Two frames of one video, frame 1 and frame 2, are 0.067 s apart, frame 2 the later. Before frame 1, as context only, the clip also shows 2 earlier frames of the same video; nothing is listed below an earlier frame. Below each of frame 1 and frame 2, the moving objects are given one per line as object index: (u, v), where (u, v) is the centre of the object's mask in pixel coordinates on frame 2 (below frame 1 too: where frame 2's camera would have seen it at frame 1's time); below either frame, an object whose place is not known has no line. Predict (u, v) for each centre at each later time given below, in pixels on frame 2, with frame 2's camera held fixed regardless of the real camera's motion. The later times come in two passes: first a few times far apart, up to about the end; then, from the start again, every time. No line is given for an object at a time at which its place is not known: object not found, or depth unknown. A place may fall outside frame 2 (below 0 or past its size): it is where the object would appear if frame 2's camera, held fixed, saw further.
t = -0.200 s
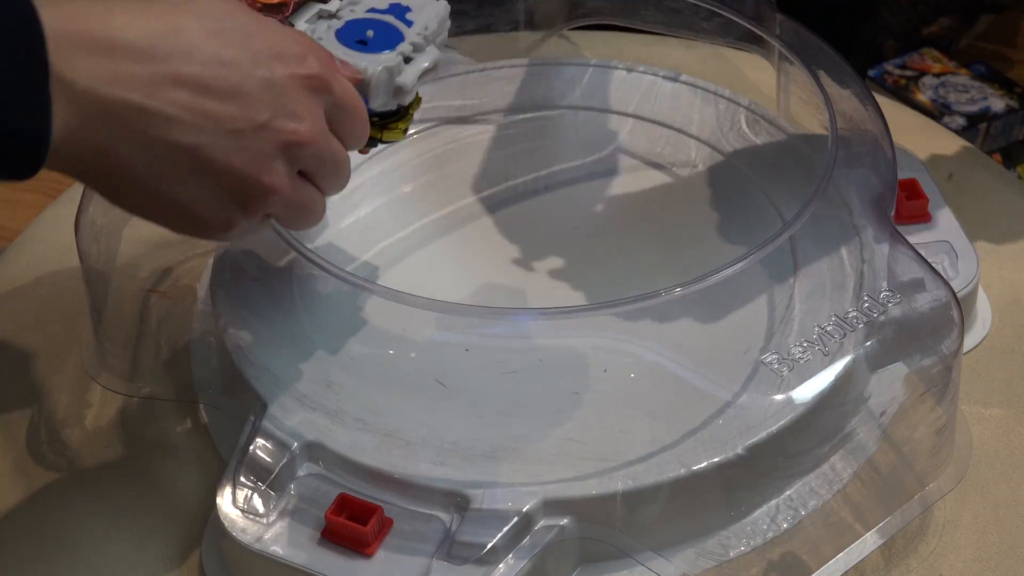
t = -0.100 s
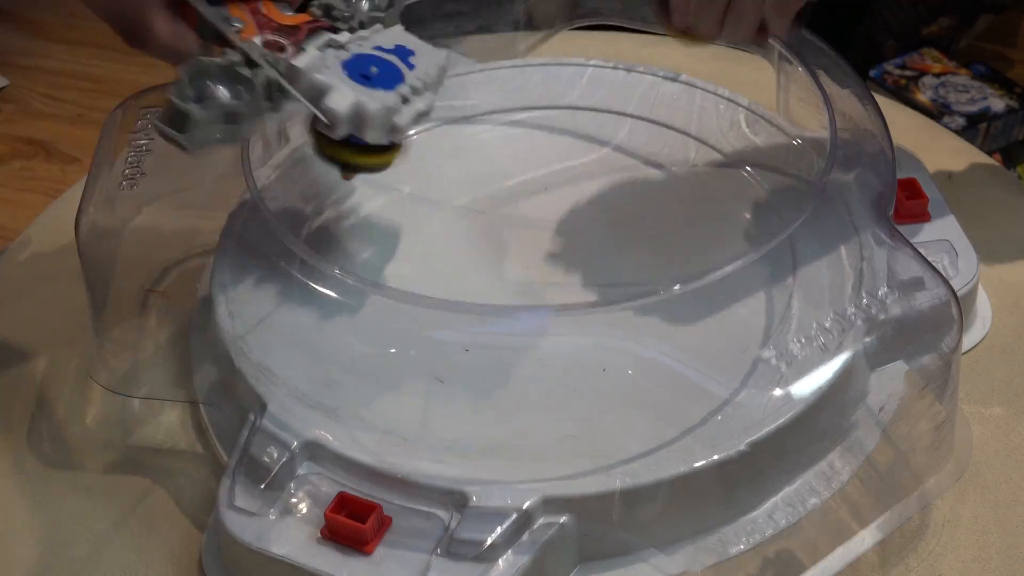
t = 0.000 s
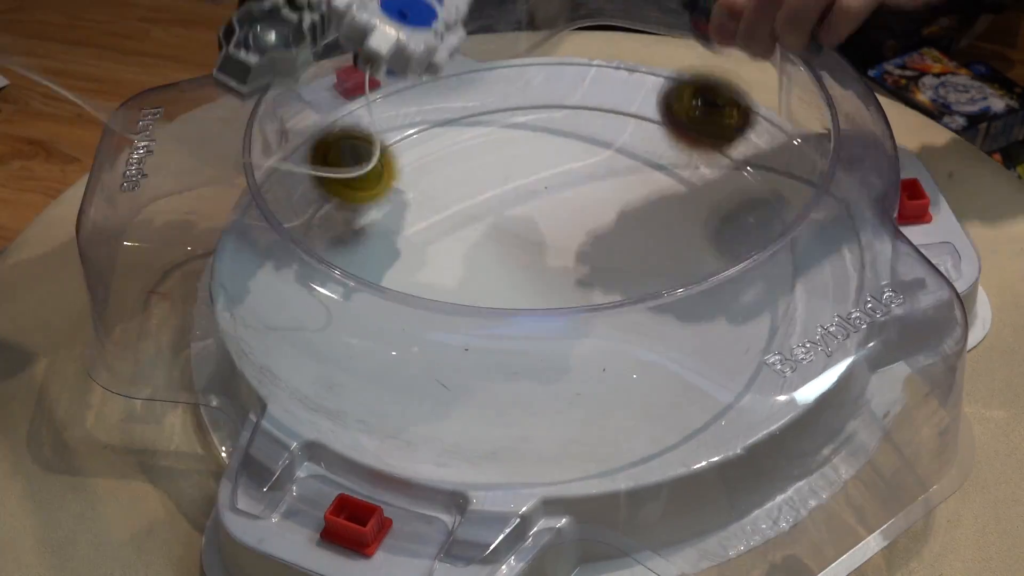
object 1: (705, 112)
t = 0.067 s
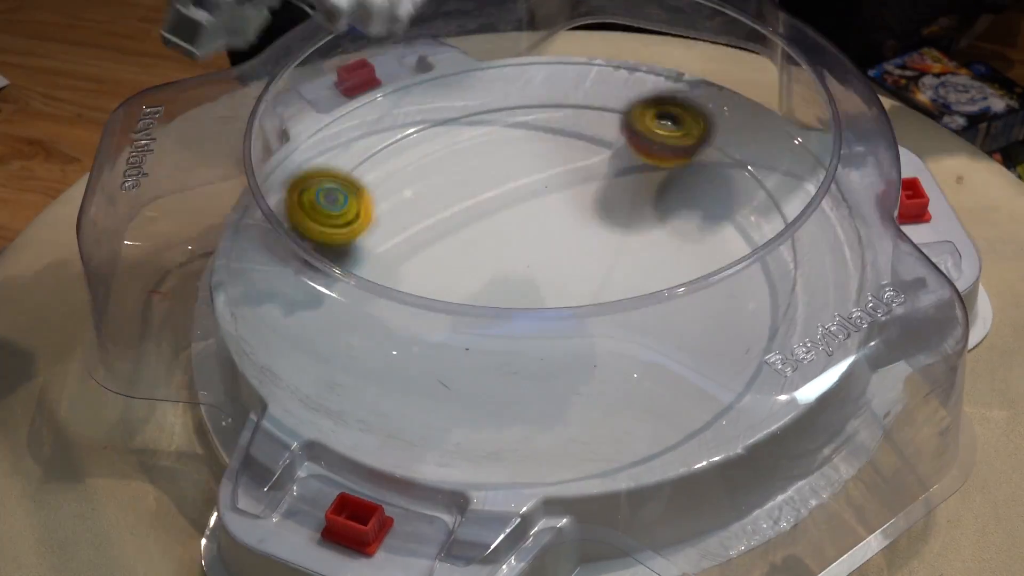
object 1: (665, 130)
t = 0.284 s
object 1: (503, 197)
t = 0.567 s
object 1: (451, 209)
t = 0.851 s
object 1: (664, 155)
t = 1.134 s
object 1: (660, 321)
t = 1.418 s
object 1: (434, 75)
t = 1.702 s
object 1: (532, 111)
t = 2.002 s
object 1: (592, 265)
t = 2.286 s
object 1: (363, 300)
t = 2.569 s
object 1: (382, 158)
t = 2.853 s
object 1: (675, 187)
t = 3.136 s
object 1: (616, 383)
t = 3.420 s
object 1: (331, 254)
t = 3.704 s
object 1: (600, 111)
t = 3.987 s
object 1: (774, 291)
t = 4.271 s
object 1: (387, 336)
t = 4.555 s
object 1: (429, 102)
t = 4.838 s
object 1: (745, 154)
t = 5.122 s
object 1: (587, 363)
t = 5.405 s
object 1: (305, 235)
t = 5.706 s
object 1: (524, 105)
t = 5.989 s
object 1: (720, 240)
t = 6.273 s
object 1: (507, 379)
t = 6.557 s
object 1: (380, 219)
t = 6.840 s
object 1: (598, 131)
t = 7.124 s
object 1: (735, 255)
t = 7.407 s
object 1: (460, 333)
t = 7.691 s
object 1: (387, 174)
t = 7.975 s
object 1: (614, 148)
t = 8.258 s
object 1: (671, 315)
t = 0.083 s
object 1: (653, 130)
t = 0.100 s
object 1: (640, 132)
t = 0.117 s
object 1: (628, 141)
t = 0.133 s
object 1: (614, 143)
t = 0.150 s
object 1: (601, 147)
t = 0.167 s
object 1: (587, 150)
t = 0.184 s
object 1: (574, 155)
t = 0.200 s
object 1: (561, 160)
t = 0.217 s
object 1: (548, 167)
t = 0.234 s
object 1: (536, 174)
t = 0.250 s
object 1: (524, 181)
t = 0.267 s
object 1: (512, 189)
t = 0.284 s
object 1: (503, 197)
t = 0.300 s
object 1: (493, 206)
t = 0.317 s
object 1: (485, 215)
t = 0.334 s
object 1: (477, 223)
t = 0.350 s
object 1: (470, 230)
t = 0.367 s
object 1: (463, 237)
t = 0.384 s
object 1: (455, 245)
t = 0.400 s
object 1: (447, 253)
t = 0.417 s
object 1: (440, 256)
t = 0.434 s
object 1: (434, 260)
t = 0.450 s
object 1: (428, 263)
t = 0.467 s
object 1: (424, 264)
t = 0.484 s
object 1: (428, 257)
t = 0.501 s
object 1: (432, 249)
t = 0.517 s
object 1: (435, 239)
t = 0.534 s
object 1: (441, 228)
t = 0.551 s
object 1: (446, 219)
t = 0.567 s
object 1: (451, 209)
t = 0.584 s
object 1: (460, 198)
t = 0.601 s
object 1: (468, 189)
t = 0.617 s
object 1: (477, 179)
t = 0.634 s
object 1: (489, 172)
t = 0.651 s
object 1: (500, 164)
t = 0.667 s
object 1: (513, 158)
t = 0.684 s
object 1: (525, 153)
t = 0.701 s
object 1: (539, 147)
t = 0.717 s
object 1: (553, 144)
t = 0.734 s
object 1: (566, 140)
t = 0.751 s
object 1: (581, 139)
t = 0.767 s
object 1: (596, 139)
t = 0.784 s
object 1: (610, 140)
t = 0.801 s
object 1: (624, 143)
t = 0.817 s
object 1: (637, 145)
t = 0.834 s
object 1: (652, 149)
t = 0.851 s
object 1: (664, 155)
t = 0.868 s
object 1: (678, 162)
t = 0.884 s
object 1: (690, 169)
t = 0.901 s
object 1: (699, 178)
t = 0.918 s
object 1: (711, 188)
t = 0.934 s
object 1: (719, 198)
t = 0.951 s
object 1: (726, 211)
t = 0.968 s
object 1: (731, 222)
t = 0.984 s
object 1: (732, 229)
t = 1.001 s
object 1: (735, 247)
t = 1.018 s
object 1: (738, 264)
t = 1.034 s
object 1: (736, 281)
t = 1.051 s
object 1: (732, 297)
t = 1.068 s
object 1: (727, 317)
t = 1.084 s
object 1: (714, 329)
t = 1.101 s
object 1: (699, 335)
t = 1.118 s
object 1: (681, 337)
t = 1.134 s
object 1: (660, 321)
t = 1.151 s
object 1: (636, 316)
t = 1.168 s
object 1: (613, 295)
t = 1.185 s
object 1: (588, 275)
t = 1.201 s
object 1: (566, 266)
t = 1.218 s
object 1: (546, 249)
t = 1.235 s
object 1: (528, 234)
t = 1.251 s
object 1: (510, 217)
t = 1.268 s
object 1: (495, 199)
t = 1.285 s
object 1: (482, 179)
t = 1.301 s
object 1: (470, 167)
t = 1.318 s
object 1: (460, 149)
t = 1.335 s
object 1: (451, 134)
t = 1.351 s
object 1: (444, 116)
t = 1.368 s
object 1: (437, 104)
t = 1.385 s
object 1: (434, 87)
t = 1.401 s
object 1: (434, 78)
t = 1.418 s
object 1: (434, 75)
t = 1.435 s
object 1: (436, 74)
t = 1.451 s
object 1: (437, 76)
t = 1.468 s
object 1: (439, 77)
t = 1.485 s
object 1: (443, 76)
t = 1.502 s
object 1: (447, 73)
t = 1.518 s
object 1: (451, 73)
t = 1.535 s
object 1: (456, 73)
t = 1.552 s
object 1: (461, 74)
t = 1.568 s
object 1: (468, 75)
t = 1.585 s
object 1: (474, 77)
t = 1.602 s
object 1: (481, 78)
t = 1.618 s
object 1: (488, 80)
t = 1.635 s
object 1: (496, 83)
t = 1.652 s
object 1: (504, 94)
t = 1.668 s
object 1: (514, 95)
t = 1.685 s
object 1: (522, 101)
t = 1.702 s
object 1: (532, 111)
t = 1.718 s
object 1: (543, 115)
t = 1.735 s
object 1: (553, 121)
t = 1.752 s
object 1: (564, 129)
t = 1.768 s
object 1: (573, 139)
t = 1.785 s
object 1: (583, 144)
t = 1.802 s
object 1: (593, 152)
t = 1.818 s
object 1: (601, 160)
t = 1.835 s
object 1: (607, 167)
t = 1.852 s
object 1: (613, 176)
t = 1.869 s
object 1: (616, 186)
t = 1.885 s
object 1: (619, 196)
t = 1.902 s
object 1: (620, 206)
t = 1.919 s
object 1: (619, 216)
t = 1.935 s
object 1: (617, 227)
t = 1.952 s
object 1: (612, 237)
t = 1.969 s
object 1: (607, 247)
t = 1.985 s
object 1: (600, 258)
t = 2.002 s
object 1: (592, 265)
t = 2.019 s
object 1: (582, 271)
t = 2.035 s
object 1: (572, 277)
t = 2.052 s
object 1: (559, 294)
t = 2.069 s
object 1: (546, 301)
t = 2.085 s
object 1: (535, 307)
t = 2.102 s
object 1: (520, 315)
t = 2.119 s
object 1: (505, 317)
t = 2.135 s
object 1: (489, 320)
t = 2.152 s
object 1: (474, 322)
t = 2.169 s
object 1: (457, 322)
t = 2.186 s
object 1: (440, 323)
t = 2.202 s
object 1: (426, 319)
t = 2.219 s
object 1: (412, 317)
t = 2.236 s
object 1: (398, 313)
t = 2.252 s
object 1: (386, 310)
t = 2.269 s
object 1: (374, 305)
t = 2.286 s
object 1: (363, 300)
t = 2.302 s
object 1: (355, 294)
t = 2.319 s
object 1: (346, 290)
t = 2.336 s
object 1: (339, 284)
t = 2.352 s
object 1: (334, 277)
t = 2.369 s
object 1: (329, 270)
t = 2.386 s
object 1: (327, 262)
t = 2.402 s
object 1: (326, 254)
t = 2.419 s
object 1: (326, 245)
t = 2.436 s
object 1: (333, 225)
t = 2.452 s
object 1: (333, 220)
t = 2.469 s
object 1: (335, 215)
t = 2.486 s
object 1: (339, 209)
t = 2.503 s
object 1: (345, 197)
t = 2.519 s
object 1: (353, 187)
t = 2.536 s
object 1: (361, 178)
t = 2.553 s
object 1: (371, 169)
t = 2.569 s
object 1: (382, 158)
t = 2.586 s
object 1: (396, 151)
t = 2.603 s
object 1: (410, 147)
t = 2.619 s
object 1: (426, 142)
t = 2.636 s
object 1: (443, 138)
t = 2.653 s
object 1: (461, 136)
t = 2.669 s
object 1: (479, 135)
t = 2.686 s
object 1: (497, 136)
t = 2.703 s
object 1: (515, 136)
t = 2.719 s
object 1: (534, 139)
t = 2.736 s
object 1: (553, 140)
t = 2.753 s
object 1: (572, 144)
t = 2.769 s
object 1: (591, 149)
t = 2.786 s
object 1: (608, 152)
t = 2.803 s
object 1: (626, 160)
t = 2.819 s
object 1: (644, 167)
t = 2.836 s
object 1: (659, 177)
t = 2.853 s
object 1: (675, 187)
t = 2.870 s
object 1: (689, 198)
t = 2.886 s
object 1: (703, 210)
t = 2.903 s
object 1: (714, 222)
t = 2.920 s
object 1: (721, 229)
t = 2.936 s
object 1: (731, 244)
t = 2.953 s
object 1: (739, 260)
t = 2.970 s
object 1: (746, 276)
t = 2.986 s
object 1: (747, 291)
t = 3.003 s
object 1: (749, 308)
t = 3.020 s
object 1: (743, 318)
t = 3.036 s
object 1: (735, 332)
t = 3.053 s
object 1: (726, 345)
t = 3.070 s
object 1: (710, 352)
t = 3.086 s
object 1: (690, 364)
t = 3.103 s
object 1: (668, 371)
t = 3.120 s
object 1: (643, 377)
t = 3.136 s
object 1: (616, 383)
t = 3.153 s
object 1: (587, 384)
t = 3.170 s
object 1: (565, 386)
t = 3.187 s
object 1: (536, 389)
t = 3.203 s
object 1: (510, 388)
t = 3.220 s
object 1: (483, 386)
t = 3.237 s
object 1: (458, 382)
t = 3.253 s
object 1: (435, 375)
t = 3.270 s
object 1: (413, 368)
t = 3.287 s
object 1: (393, 358)
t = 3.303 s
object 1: (376, 347)
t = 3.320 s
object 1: (361, 335)
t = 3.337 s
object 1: (347, 323)
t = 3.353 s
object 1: (338, 309)
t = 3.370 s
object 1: (332, 292)
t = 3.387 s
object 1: (329, 282)
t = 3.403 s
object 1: (328, 268)
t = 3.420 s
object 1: (331, 254)
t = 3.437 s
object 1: (339, 233)
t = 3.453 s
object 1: (341, 224)
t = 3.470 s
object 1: (349, 212)
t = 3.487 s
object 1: (359, 199)
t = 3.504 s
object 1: (372, 187)
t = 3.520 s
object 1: (386, 177)
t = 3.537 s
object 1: (402, 166)
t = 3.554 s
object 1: (419, 157)
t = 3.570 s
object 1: (438, 148)
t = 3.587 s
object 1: (456, 140)
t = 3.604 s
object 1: (475, 133)
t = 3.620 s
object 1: (495, 126)
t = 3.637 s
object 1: (516, 121)
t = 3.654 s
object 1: (538, 117)
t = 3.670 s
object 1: (559, 114)
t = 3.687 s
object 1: (580, 112)
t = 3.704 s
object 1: (600, 111)
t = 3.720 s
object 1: (621, 110)
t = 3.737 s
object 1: (643, 111)
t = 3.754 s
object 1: (664, 113)
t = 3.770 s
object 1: (685, 116)
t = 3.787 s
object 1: (706, 120)
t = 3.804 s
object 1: (725, 125)
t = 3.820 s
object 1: (736, 135)
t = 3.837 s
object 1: (746, 149)
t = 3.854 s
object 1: (755, 162)
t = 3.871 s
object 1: (764, 177)
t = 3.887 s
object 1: (769, 192)
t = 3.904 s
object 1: (769, 203)
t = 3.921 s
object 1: (779, 220)
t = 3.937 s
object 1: (782, 233)
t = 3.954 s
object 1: (788, 253)
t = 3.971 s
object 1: (787, 274)
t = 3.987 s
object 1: (774, 291)
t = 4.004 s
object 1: (760, 305)
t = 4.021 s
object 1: (745, 317)
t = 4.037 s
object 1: (727, 334)
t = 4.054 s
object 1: (708, 345)
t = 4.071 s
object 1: (686, 359)
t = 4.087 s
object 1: (662, 368)
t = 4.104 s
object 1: (635, 376)
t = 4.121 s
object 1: (606, 383)
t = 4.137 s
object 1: (579, 385)
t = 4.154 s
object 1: (551, 387)
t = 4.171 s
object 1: (523, 385)
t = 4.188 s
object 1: (496, 382)
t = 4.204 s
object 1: (471, 377)
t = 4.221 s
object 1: (447, 368)
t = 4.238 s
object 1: (426, 358)
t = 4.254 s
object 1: (406, 350)
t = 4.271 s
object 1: (387, 336)
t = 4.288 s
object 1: (376, 322)
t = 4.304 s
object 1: (364, 310)
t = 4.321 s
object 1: (352, 298)
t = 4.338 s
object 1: (345, 280)
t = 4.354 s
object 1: (342, 264)
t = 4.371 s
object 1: (336, 255)
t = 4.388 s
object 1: (337, 240)
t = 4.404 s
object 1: (341, 220)
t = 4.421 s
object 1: (344, 204)
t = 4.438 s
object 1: (348, 190)
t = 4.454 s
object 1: (357, 174)
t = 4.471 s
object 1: (366, 161)
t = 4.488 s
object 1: (375, 150)
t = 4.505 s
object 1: (387, 135)
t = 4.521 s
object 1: (402, 123)
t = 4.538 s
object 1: (416, 113)
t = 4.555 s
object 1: (429, 102)
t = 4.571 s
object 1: (447, 93)
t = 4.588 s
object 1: (465, 89)
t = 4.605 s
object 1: (483, 88)
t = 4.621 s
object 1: (505, 86)
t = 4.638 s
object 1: (526, 85)
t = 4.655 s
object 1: (544, 85)
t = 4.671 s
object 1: (565, 84)
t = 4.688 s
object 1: (588, 84)
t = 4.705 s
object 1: (607, 86)
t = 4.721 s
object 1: (626, 90)
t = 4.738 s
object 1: (647, 100)
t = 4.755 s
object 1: (666, 104)
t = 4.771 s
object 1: (683, 114)
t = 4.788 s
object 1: (702, 120)
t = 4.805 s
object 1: (717, 133)
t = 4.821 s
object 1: (732, 139)
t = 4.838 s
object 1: (745, 154)
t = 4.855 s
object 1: (755, 165)
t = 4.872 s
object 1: (763, 176)
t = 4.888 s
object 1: (769, 190)
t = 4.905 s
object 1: (769, 200)
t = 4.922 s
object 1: (772, 217)
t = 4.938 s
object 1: (771, 232)
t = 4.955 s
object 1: (765, 247)
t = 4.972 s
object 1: (761, 265)
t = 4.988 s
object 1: (752, 279)
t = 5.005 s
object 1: (740, 295)
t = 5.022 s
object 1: (727, 313)
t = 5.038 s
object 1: (707, 327)
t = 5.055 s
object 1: (687, 335)
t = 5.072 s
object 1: (663, 343)
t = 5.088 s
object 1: (640, 351)
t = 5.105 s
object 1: (613, 357)
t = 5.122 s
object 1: (587, 363)
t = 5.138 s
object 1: (563, 366)
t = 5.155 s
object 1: (534, 369)
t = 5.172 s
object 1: (507, 369)
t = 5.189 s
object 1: (483, 366)
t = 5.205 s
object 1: (458, 362)
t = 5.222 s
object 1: (437, 358)
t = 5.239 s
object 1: (413, 350)
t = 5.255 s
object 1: (394, 341)
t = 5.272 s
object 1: (375, 330)
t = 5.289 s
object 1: (359, 319)
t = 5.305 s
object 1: (347, 307)
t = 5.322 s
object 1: (332, 295)
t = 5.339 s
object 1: (323, 285)
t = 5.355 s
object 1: (315, 273)
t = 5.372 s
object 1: (311, 257)
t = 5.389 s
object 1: (307, 249)
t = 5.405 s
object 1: (305, 235)
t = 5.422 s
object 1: (307, 216)
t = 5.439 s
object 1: (312, 204)
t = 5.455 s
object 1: (314, 198)
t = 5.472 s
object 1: (321, 183)
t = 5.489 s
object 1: (330, 171)
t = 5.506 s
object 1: (341, 161)
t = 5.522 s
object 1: (352, 150)
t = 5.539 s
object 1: (365, 142)
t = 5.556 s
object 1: (377, 133)
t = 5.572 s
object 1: (392, 127)
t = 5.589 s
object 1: (406, 120)
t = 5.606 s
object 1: (423, 114)
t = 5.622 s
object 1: (437, 111)
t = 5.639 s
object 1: (455, 107)
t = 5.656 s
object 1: (473, 106)
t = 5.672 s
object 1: (490, 103)
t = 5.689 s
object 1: (508, 104)
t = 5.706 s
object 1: (524, 105)
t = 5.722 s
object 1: (543, 108)
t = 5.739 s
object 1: (560, 111)
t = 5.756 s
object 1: (579, 119)
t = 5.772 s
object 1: (595, 124)
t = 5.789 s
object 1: (611, 130)
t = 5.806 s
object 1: (627, 137)
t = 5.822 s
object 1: (642, 144)
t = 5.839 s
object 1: (656, 150)
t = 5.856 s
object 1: (669, 159)
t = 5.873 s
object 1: (681, 170)
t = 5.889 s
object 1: (693, 180)
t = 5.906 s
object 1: (701, 191)
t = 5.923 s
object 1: (710, 203)
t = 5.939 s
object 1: (715, 213)
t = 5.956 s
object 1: (720, 225)
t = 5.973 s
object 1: (721, 234)
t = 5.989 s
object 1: (720, 240)
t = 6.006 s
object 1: (724, 260)
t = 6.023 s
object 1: (723, 273)
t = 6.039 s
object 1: (721, 286)
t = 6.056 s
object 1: (716, 298)
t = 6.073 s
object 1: (714, 317)
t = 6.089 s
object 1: (701, 326)
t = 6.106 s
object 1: (690, 332)
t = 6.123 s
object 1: (676, 341)
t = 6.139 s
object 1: (662, 349)
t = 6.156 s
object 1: (645, 356)
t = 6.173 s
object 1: (627, 362)
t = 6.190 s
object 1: (609, 369)
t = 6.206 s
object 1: (589, 377)
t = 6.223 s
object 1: (568, 379)
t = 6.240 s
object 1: (547, 380)
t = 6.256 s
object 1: (526, 381)
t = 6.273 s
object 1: (507, 379)
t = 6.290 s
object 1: (484, 378)
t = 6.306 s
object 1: (466, 371)
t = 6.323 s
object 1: (447, 365)
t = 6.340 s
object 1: (432, 361)
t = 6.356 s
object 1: (414, 351)
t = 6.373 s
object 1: (402, 342)
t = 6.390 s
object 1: (387, 334)
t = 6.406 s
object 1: (377, 328)
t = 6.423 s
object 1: (370, 311)
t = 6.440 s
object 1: (367, 300)
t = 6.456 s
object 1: (364, 287)
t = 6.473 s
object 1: (365, 272)
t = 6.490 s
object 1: (363, 261)
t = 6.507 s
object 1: (368, 247)
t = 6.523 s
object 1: (369, 239)
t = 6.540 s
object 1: (374, 231)
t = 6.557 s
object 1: (380, 219)
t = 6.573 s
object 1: (389, 209)
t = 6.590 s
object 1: (397, 198)
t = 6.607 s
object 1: (407, 190)
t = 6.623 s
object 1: (417, 183)
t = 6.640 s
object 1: (429, 174)
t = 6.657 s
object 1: (441, 167)
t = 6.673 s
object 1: (453, 161)
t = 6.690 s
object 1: (467, 154)
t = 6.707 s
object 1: (480, 150)
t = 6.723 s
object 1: (496, 144)
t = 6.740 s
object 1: (508, 143)
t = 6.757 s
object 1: (523, 143)
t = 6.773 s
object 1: (538, 137)
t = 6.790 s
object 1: (553, 136)
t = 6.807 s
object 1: (567, 132)
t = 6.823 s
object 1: (583, 131)
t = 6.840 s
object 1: (598, 131)
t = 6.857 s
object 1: (612, 133)
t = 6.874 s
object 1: (626, 135)
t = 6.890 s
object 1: (640, 138)
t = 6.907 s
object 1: (655, 142)
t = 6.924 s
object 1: (667, 147)
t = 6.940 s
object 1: (680, 152)
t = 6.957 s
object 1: (692, 157)
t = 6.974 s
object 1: (704, 164)
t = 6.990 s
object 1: (712, 172)
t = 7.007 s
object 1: (723, 180)
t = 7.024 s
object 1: (729, 189)
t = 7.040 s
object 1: (737, 201)
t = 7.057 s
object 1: (739, 210)
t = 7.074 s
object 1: (740, 219)
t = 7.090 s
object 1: (738, 227)
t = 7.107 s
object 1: (732, 235)
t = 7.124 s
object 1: (735, 255)
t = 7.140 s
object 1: (730, 268)
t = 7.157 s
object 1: (724, 282)
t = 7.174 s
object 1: (713, 291)
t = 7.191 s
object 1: (701, 305)
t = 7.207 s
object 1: (687, 315)
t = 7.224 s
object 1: (673, 330)
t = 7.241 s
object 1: (653, 337)
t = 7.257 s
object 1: (635, 343)
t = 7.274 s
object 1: (612, 348)
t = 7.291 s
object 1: (591, 350)
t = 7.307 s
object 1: (572, 351)
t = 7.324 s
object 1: (556, 353)
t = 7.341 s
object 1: (532, 353)
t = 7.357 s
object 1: (513, 351)
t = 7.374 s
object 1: (491, 351)
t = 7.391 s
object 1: (474, 347)
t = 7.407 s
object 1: (460, 333)
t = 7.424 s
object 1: (444, 327)
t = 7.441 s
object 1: (432, 320)
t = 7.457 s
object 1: (418, 312)
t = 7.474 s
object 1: (409, 301)
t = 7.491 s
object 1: (399, 293)
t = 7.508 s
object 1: (389, 283)
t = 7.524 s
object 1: (384, 271)
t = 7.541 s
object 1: (379, 255)
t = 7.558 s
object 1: (373, 248)
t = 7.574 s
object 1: (369, 241)
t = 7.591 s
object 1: (365, 233)
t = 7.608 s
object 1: (366, 225)
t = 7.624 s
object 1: (366, 212)
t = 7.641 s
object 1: (370, 202)
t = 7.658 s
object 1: (375, 192)
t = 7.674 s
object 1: (378, 183)
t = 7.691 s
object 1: (387, 174)
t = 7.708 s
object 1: (395, 165)
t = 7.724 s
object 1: (402, 157)
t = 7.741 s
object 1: (414, 150)
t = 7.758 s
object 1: (426, 143)
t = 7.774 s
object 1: (437, 138)
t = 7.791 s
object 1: (452, 134)
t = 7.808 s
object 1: (465, 129)
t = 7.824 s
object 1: (479, 127)
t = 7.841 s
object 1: (494, 125)
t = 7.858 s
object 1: (508, 124)
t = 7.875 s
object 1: (525, 128)
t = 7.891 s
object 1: (539, 129)
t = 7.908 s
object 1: (554, 128)
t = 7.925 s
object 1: (571, 135)
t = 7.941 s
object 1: (584, 135)
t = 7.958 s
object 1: (600, 144)
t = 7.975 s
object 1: (614, 148)
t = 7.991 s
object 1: (624, 153)
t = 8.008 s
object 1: (640, 162)
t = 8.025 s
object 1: (650, 169)
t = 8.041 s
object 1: (659, 178)
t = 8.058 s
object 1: (671, 188)
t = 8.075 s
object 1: (678, 198)
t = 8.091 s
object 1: (684, 210)
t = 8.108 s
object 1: (690, 219)
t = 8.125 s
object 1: (693, 230)
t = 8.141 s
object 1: (695, 240)
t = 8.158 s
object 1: (694, 246)
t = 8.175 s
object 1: (690, 253)
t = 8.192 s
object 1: (694, 274)
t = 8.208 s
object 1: (690, 284)
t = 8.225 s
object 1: (686, 297)
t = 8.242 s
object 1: (679, 308)
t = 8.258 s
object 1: (671, 315)
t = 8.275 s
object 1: (664, 333)
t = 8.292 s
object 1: (651, 339)
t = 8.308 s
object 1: (636, 346)
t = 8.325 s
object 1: (622, 351)
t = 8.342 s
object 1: (608, 354)
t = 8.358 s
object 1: (589, 358)
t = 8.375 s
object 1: (574, 362)
